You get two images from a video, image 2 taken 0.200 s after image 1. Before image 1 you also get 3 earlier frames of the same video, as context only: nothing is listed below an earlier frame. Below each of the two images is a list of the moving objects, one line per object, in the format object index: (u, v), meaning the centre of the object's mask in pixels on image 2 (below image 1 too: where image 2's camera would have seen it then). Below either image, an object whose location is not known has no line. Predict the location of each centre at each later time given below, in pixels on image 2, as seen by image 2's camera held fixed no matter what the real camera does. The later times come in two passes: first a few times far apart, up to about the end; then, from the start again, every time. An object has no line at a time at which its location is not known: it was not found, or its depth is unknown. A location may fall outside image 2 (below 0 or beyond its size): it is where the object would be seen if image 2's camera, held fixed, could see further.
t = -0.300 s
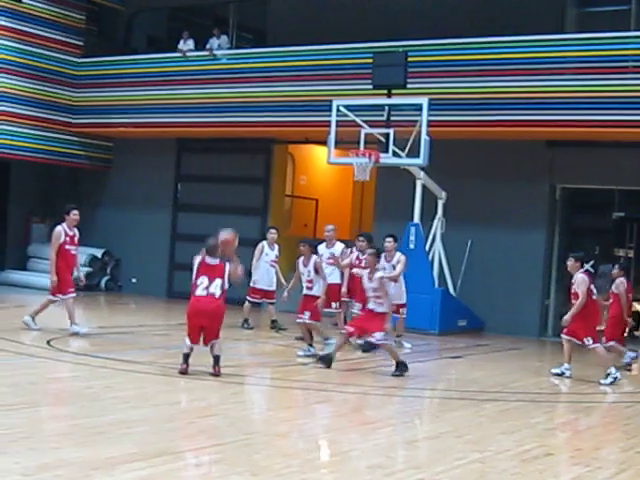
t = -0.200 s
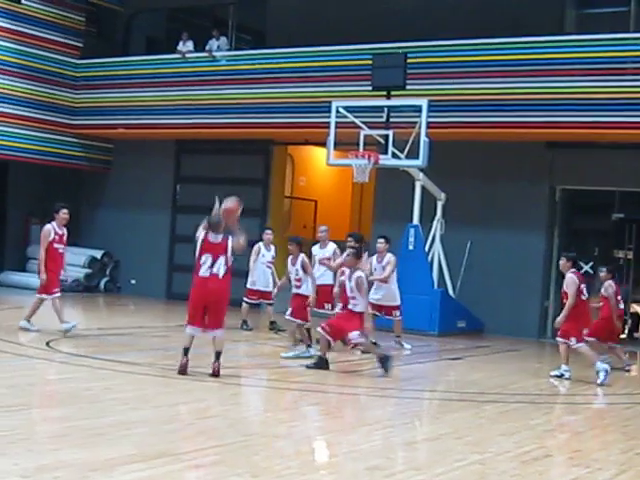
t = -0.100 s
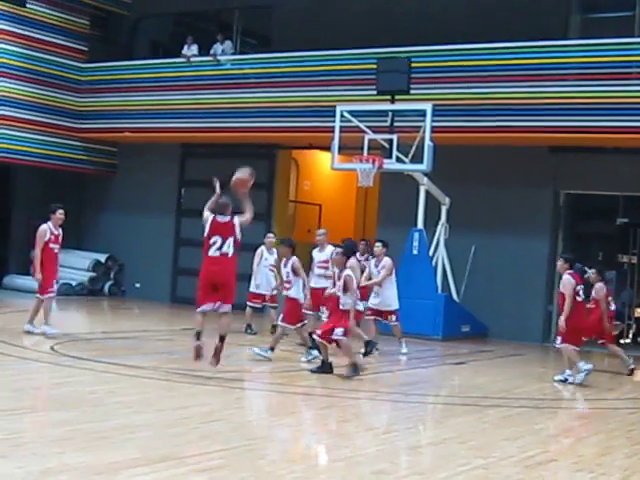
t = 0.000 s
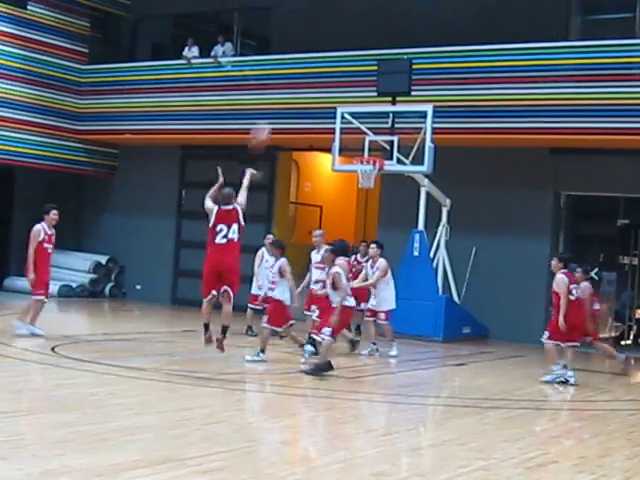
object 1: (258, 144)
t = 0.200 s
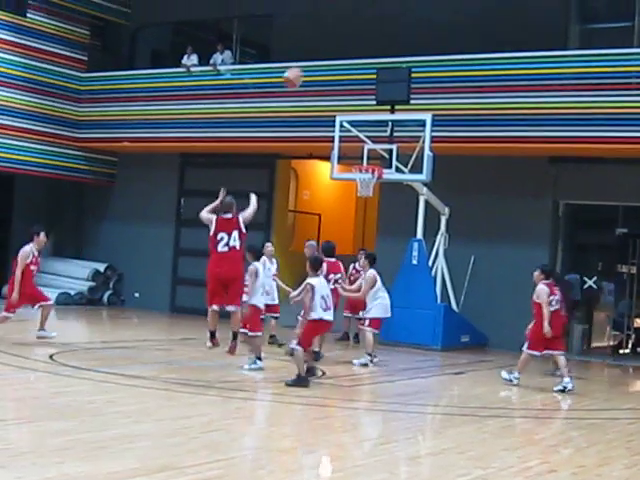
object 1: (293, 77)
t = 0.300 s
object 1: (307, 59)
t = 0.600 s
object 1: (341, 50)
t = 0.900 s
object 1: (366, 96)
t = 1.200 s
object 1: (370, 145)
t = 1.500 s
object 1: (329, 110)
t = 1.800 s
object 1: (286, 124)
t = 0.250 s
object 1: (299, 67)
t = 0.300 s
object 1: (307, 59)
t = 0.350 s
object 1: (313, 52)
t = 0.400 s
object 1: (320, 49)
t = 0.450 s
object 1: (325, 48)
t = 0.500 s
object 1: (331, 47)
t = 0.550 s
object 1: (336, 48)
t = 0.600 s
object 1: (341, 50)
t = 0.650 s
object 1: (346, 54)
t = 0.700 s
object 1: (350, 60)
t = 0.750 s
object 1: (355, 68)
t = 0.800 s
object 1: (359, 76)
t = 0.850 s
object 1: (362, 85)
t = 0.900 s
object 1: (366, 96)
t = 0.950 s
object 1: (369, 108)
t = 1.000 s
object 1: (373, 124)
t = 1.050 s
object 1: (376, 135)
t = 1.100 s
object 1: (378, 154)
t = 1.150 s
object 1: (377, 157)
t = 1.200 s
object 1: (370, 145)
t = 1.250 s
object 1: (363, 135)
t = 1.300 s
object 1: (356, 127)
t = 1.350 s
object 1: (349, 122)
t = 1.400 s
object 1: (341, 114)
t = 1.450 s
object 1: (335, 112)
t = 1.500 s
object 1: (329, 110)
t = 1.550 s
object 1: (321, 109)
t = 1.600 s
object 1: (315, 109)
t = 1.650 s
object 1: (307, 111)
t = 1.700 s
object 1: (299, 115)
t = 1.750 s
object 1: (293, 119)
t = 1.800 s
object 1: (286, 124)
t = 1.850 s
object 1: (279, 132)
